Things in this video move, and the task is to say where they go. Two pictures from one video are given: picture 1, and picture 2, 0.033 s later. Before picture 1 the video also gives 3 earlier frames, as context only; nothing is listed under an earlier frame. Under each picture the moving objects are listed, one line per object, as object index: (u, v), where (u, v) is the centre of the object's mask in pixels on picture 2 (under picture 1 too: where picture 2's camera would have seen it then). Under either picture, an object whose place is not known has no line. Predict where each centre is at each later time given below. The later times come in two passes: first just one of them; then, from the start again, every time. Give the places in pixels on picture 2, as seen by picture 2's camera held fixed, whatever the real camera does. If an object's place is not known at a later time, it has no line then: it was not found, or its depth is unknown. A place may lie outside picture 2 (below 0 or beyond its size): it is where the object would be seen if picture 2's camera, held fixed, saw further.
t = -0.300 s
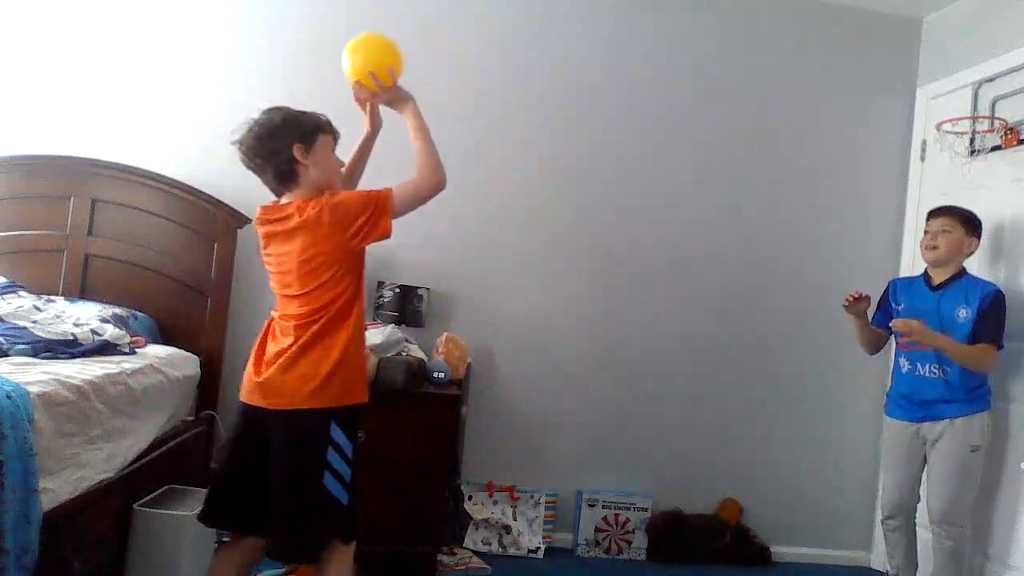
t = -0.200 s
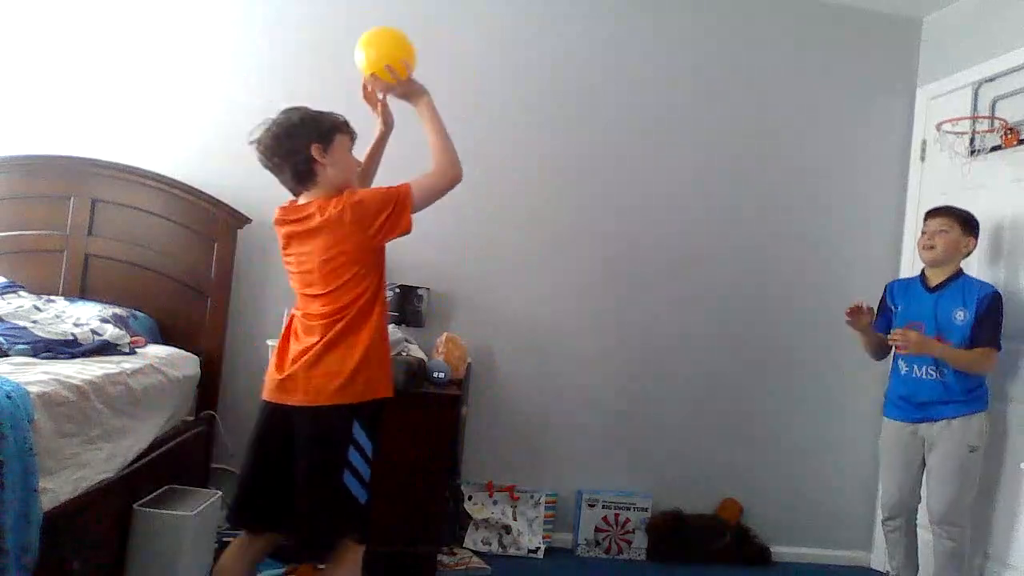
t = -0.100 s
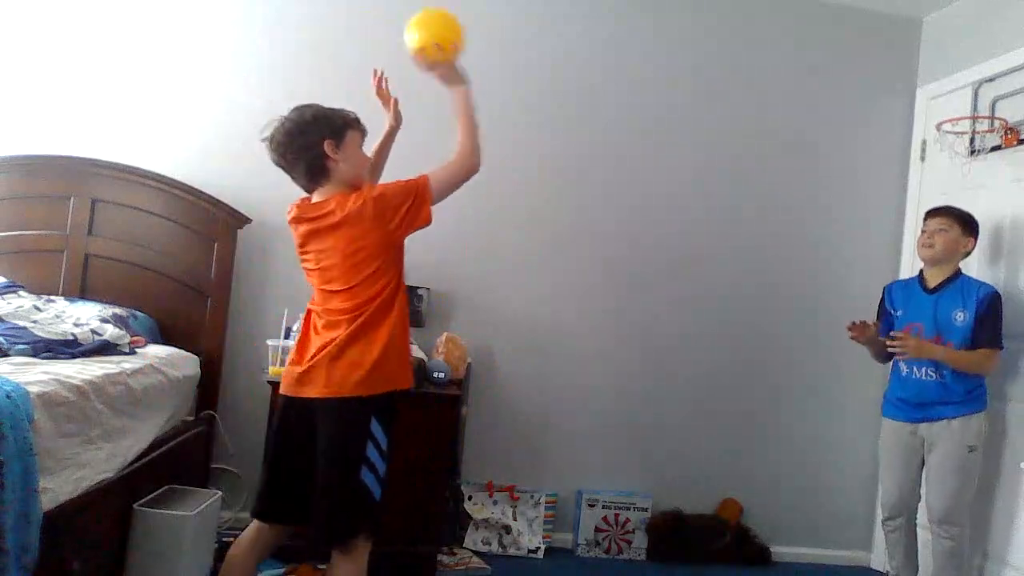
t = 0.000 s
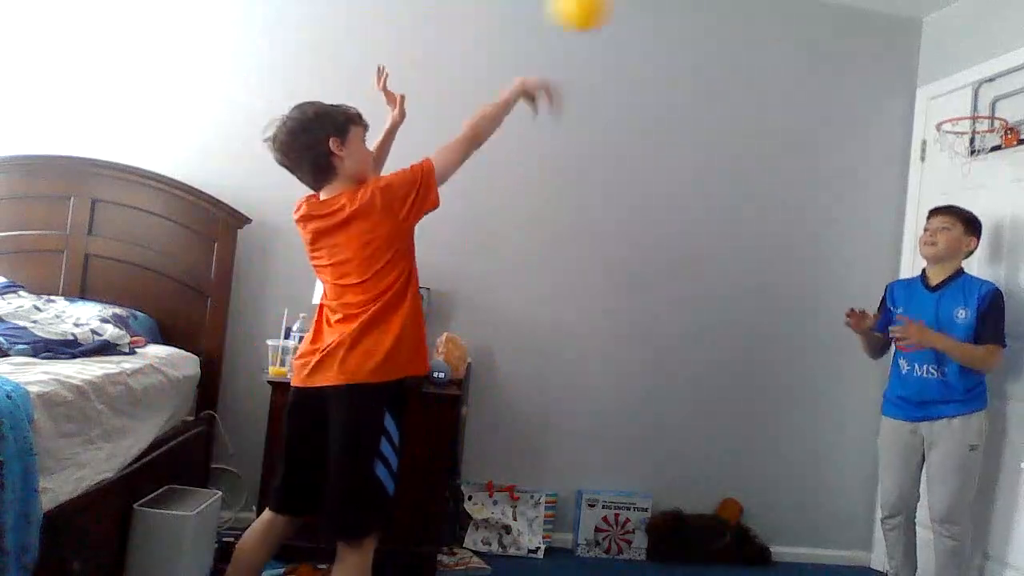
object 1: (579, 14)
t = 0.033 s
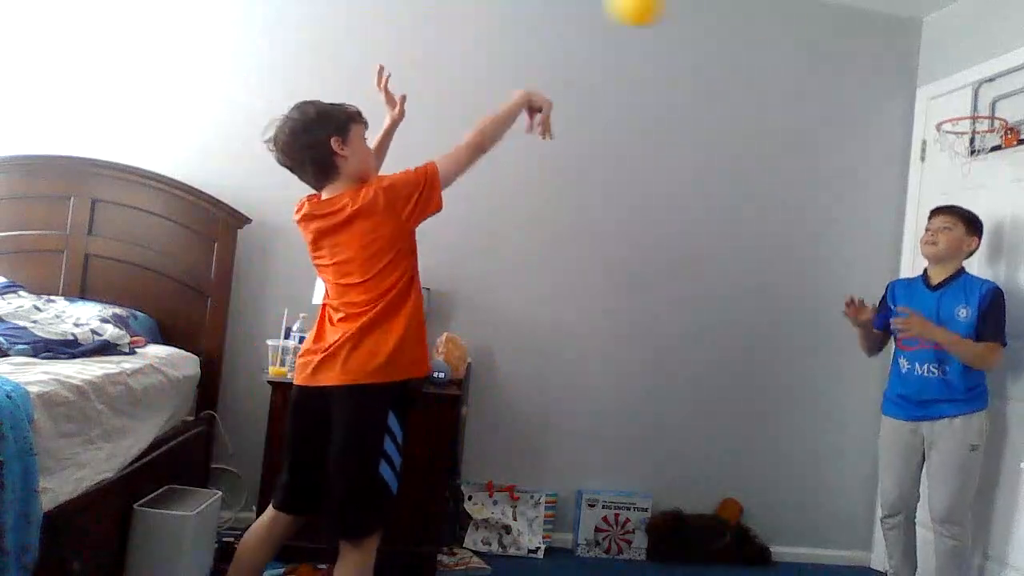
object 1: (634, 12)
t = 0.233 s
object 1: (878, 47)
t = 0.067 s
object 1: (687, 12)
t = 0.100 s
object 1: (734, 13)
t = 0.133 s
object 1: (774, 17)
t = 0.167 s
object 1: (812, 23)
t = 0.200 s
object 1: (846, 35)
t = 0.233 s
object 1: (878, 47)
